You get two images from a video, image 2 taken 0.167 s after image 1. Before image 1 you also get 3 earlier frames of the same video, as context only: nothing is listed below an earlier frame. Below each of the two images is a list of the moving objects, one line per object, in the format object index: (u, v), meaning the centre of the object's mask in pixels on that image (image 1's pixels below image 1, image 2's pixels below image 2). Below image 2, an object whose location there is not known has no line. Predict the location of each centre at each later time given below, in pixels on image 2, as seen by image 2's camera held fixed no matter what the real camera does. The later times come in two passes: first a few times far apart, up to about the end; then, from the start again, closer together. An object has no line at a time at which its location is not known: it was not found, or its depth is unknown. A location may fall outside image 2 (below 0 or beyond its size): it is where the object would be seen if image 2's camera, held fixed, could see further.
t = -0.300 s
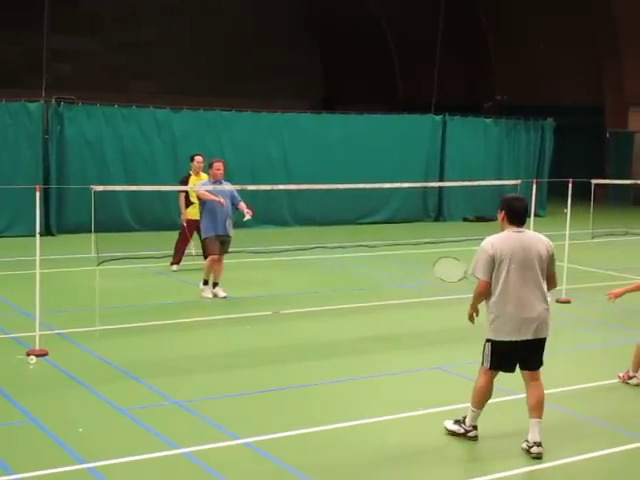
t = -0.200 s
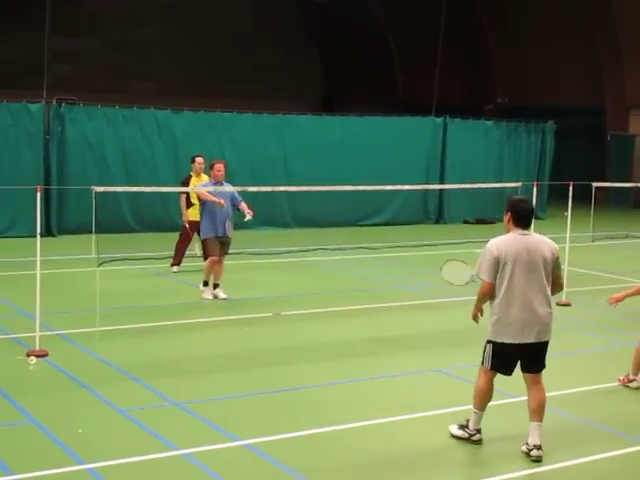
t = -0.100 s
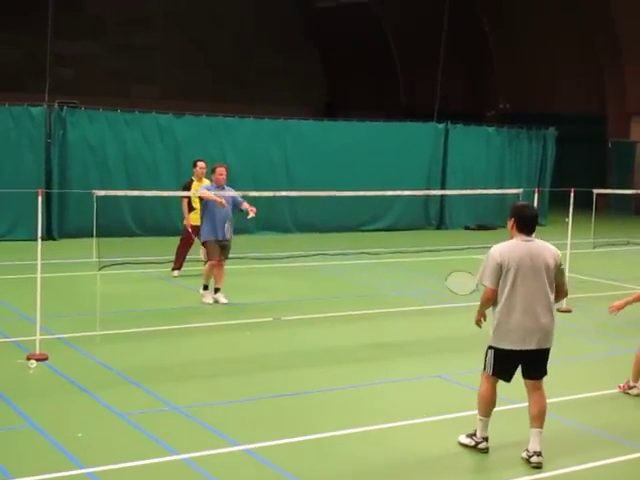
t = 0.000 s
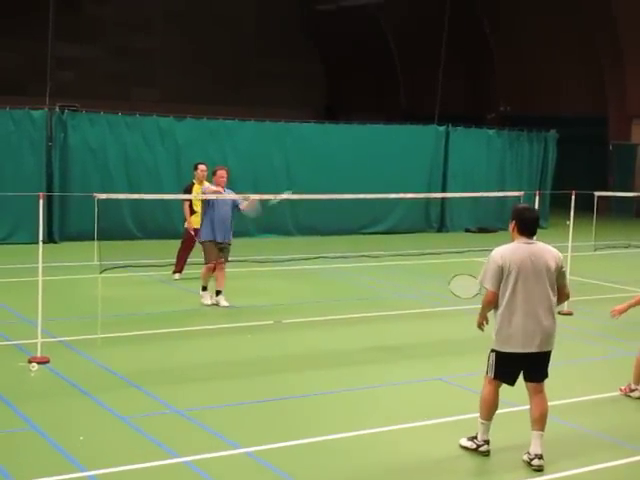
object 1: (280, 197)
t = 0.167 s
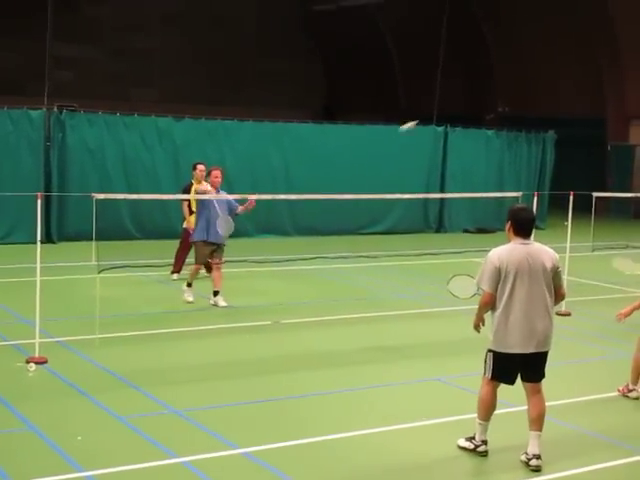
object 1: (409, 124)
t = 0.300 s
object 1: (491, 95)
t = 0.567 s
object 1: (629, 93)
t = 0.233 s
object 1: (451, 108)
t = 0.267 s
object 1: (472, 101)
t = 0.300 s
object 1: (491, 95)
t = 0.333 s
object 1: (510, 91)
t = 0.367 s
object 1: (529, 87)
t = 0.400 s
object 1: (547, 85)
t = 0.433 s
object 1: (564, 85)
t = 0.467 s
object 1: (581, 85)
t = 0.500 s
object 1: (598, 86)
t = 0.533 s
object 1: (613, 89)
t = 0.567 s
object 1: (629, 93)
